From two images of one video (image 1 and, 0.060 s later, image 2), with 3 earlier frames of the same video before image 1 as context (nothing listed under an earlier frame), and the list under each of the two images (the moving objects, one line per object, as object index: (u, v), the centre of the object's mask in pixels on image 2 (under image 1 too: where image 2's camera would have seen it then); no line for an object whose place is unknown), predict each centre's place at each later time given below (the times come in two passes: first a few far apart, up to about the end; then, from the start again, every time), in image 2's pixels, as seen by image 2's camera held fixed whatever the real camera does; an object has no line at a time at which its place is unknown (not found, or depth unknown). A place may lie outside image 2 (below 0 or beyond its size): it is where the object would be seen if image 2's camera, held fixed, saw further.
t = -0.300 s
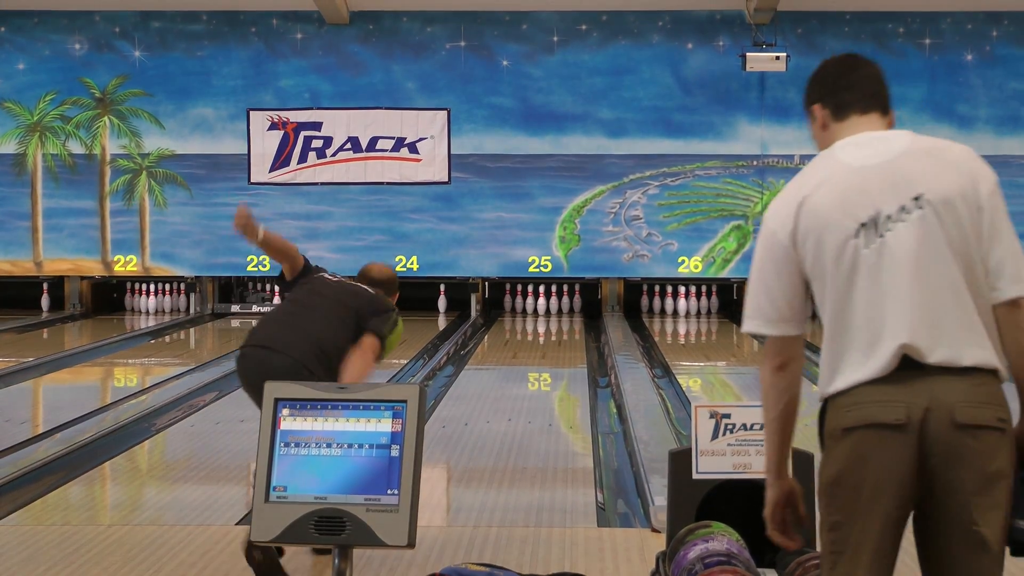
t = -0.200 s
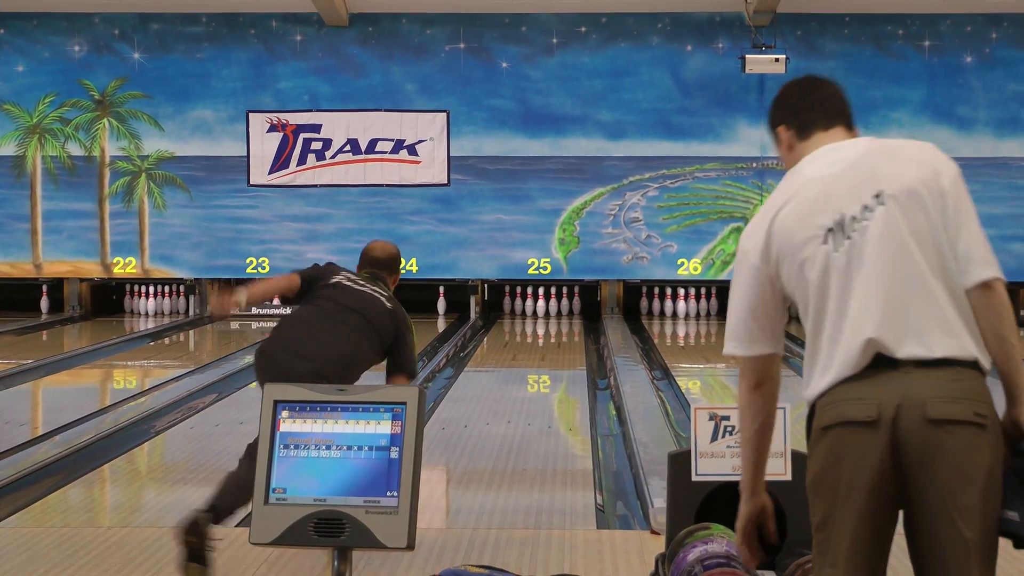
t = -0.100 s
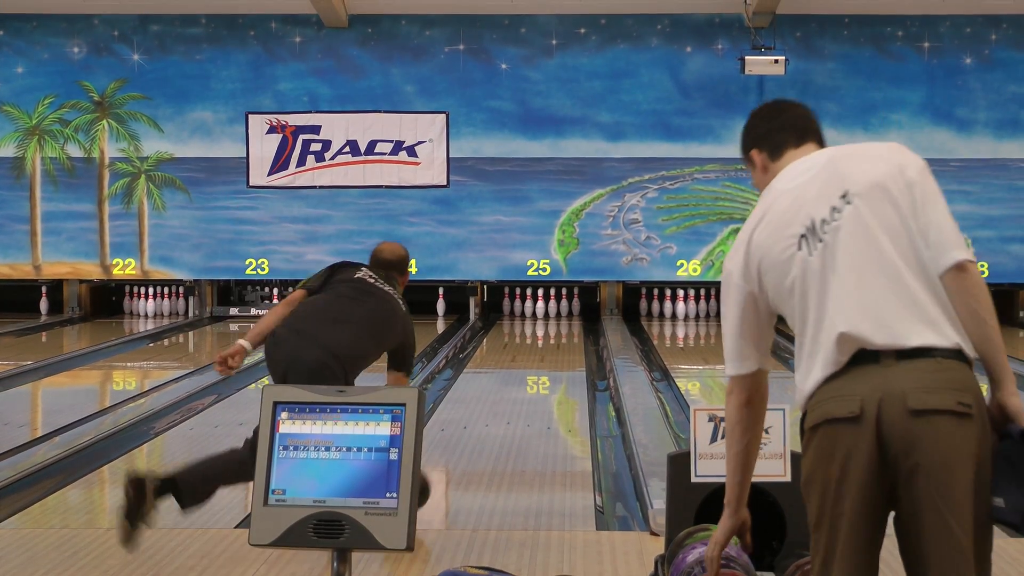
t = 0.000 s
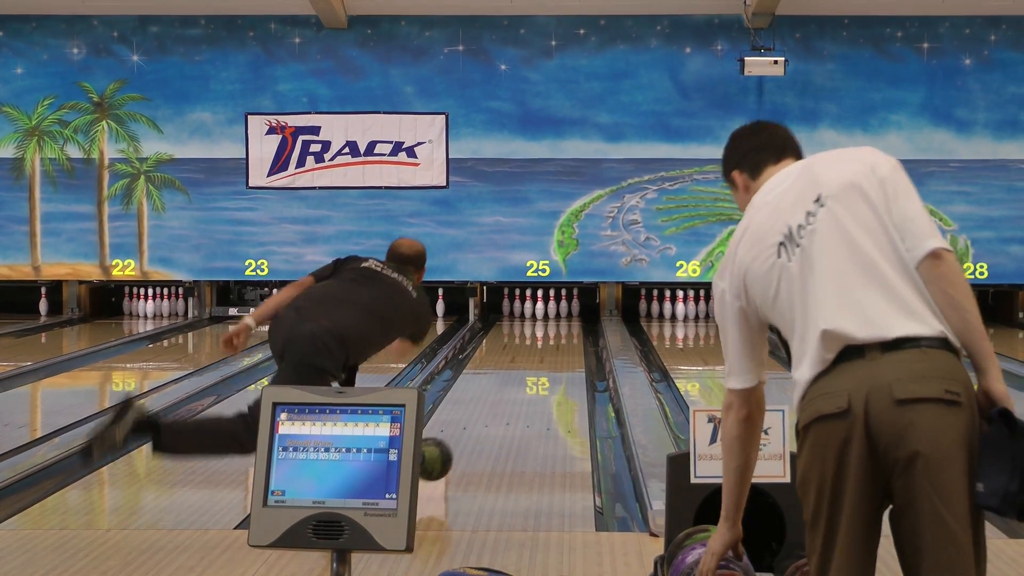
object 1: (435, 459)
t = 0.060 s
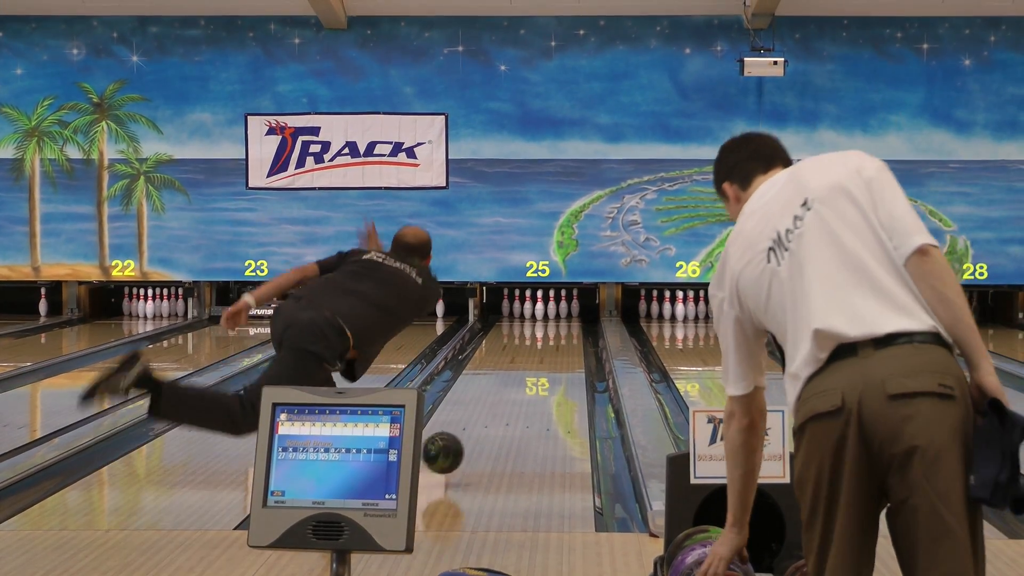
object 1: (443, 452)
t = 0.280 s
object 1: (480, 429)
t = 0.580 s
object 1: (515, 393)
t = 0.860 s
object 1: (538, 369)
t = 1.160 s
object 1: (555, 350)
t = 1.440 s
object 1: (563, 336)
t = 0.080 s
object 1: (447, 452)
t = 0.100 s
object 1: (450, 452)
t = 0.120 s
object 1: (454, 453)
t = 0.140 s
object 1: (458, 450)
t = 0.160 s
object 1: (461, 447)
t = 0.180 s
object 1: (465, 444)
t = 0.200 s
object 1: (468, 441)
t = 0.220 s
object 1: (471, 438)
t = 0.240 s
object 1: (474, 435)
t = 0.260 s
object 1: (477, 432)
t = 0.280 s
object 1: (480, 429)
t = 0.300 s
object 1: (483, 426)
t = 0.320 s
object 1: (486, 423)
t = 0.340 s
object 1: (489, 421)
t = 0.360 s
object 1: (491, 418)
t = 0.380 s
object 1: (494, 416)
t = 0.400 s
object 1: (496, 413)
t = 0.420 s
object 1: (499, 411)
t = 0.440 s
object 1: (501, 408)
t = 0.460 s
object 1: (503, 406)
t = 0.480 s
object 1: (505, 404)
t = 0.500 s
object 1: (508, 401)
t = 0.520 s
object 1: (510, 399)
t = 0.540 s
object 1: (512, 397)
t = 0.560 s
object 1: (514, 395)
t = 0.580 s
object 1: (515, 393)
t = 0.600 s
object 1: (517, 391)
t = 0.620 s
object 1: (519, 389)
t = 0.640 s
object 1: (521, 387)
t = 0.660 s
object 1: (523, 385)
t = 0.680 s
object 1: (525, 383)
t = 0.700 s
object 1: (526, 382)
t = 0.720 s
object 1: (528, 380)
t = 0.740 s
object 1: (530, 378)
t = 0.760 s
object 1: (531, 377)
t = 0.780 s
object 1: (532, 376)
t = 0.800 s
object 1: (534, 374)
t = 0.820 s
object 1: (535, 372)
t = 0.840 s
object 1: (537, 371)
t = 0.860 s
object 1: (538, 369)
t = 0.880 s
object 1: (540, 368)
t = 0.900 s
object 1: (541, 366)
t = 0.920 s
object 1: (542, 365)
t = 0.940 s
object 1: (543, 364)
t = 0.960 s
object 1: (544, 362)
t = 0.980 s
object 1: (546, 361)
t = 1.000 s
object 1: (547, 360)
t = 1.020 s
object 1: (548, 359)
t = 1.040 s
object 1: (549, 358)
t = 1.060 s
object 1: (550, 356)
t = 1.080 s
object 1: (551, 355)
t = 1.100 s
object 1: (552, 353)
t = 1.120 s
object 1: (553, 352)
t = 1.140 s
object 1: (554, 351)
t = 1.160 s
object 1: (555, 350)
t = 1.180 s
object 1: (556, 349)
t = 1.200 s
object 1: (556, 348)
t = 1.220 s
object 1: (557, 347)
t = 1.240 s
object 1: (558, 346)
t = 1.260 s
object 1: (559, 345)
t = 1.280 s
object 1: (559, 344)
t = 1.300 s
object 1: (560, 343)
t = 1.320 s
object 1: (561, 342)
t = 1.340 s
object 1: (561, 341)
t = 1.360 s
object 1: (562, 340)
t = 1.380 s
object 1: (562, 339)
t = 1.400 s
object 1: (563, 338)
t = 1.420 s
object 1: (563, 337)
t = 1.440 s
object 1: (563, 336)
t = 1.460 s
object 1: (565, 336)
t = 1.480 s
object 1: (567, 335)
